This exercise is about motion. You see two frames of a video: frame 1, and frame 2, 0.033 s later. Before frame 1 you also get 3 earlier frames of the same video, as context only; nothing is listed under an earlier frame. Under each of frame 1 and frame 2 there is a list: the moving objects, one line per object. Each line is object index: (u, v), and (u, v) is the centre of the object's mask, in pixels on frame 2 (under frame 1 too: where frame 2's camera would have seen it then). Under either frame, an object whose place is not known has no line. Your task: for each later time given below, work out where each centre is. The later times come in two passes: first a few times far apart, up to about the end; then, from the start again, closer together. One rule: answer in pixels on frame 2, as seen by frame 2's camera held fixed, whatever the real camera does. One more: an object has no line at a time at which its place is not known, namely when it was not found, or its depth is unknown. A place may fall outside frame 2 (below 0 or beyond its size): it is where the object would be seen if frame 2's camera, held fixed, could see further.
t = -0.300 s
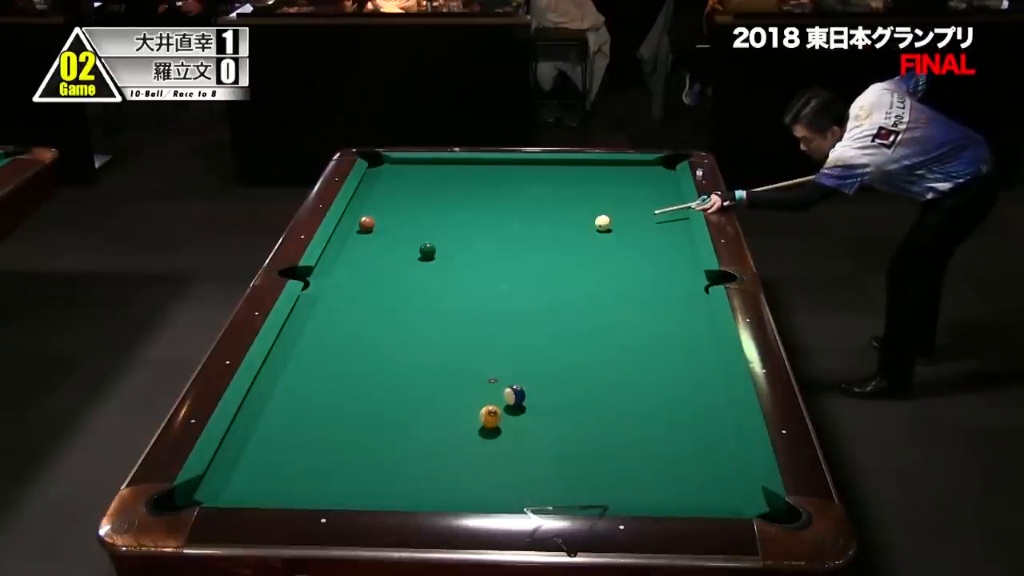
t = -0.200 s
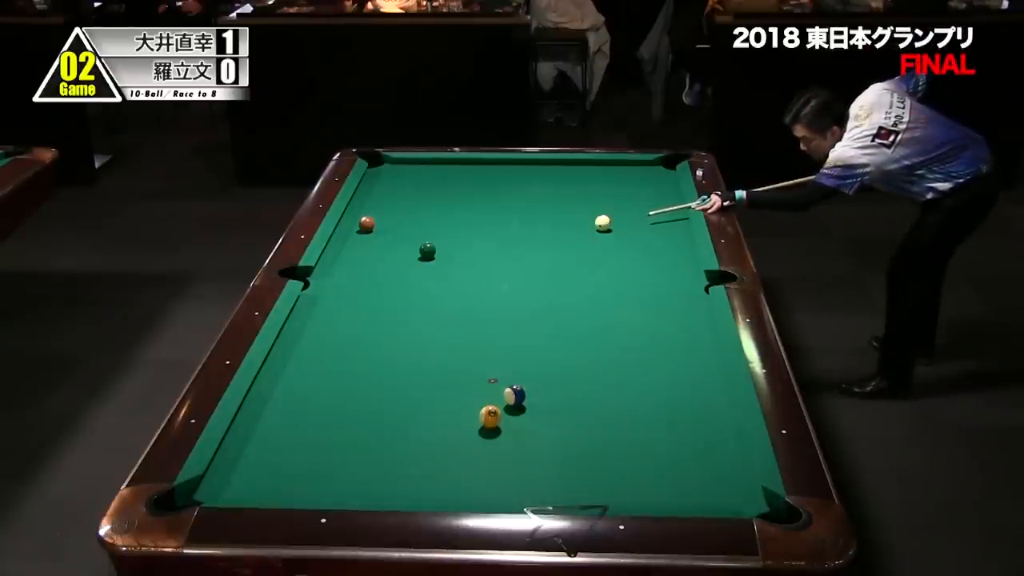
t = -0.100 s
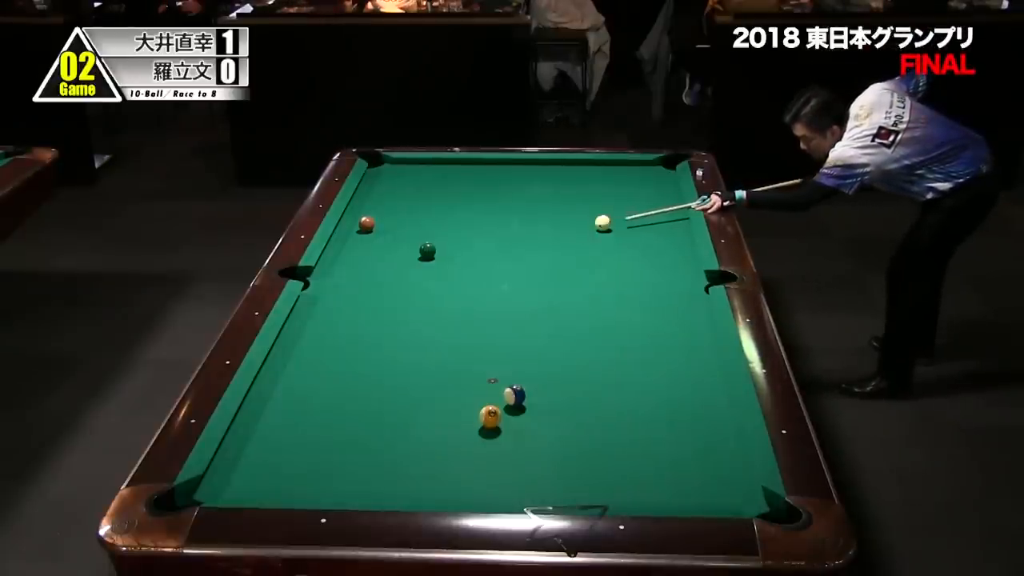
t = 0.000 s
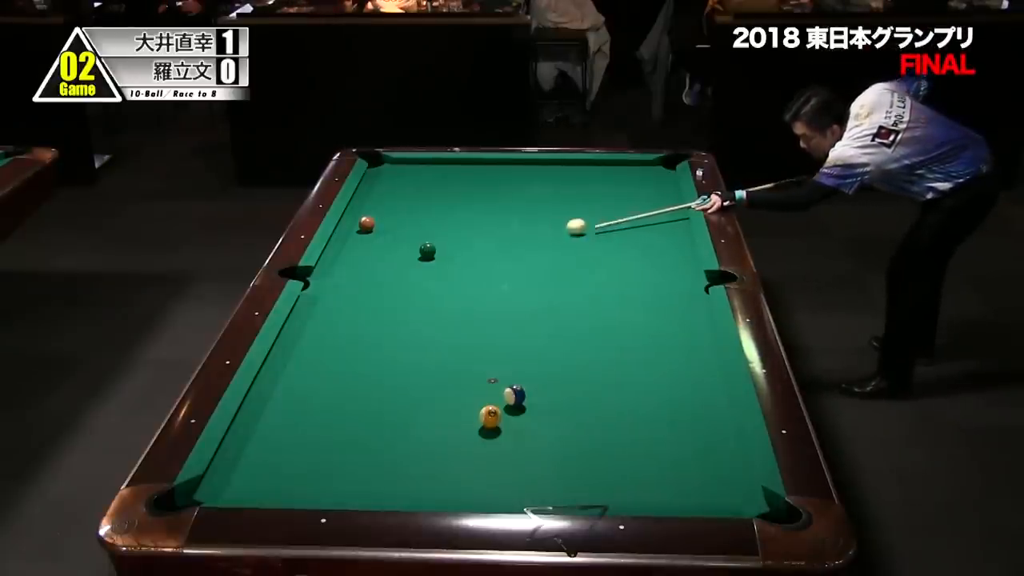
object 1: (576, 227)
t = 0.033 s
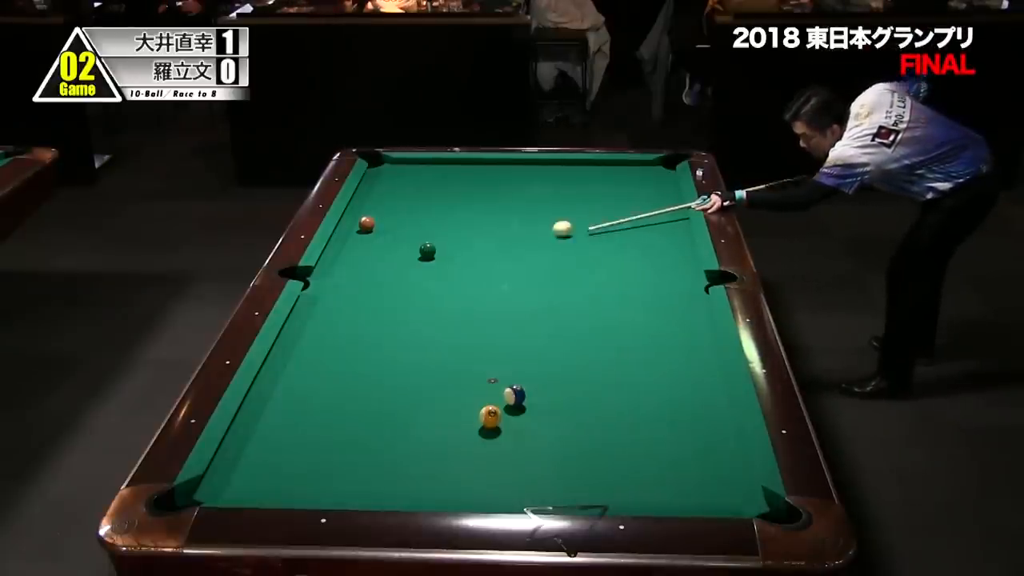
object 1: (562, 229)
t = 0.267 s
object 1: (479, 241)
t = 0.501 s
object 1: (434, 247)
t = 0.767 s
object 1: (407, 247)
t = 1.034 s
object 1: (381, 248)
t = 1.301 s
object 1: (358, 248)
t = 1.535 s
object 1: (339, 249)
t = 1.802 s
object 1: (337, 251)
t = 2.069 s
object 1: (343, 255)
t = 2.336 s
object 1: (349, 257)
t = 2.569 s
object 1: (354, 260)
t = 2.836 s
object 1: (359, 261)
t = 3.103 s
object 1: (363, 263)
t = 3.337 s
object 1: (366, 264)
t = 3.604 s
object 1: (369, 264)
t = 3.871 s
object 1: (369, 264)
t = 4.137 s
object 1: (369, 264)
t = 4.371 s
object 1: (369, 264)
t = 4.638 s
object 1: (369, 264)
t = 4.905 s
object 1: (369, 264)
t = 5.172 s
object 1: (369, 264)
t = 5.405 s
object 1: (369, 264)
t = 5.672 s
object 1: (369, 264)
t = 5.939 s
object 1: (369, 264)
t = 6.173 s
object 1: (369, 264)
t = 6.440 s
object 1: (369, 264)
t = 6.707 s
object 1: (369, 264)
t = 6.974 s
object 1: (369, 264)
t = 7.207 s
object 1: (369, 264)
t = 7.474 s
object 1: (369, 264)
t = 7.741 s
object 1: (369, 264)
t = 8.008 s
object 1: (369, 264)
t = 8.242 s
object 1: (369, 264)
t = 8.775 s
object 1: (369, 264)
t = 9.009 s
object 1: (369, 264)
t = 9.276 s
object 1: (368, 264)
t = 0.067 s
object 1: (549, 231)
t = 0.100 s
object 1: (536, 233)
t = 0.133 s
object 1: (524, 235)
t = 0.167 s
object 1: (513, 236)
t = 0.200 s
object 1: (502, 238)
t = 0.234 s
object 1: (490, 240)
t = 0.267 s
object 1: (479, 241)
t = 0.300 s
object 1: (467, 243)
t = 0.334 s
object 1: (456, 245)
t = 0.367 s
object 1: (444, 247)
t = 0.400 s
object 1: (441, 247)
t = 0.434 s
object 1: (439, 247)
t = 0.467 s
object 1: (437, 246)
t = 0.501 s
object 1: (434, 247)
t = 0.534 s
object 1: (430, 247)
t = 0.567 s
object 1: (426, 247)
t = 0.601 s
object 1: (423, 247)
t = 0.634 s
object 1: (420, 247)
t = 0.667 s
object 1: (417, 247)
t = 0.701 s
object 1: (413, 247)
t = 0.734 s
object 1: (410, 247)
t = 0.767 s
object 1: (407, 247)
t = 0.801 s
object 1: (403, 247)
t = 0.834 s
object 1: (400, 247)
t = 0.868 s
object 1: (397, 247)
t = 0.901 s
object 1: (394, 247)
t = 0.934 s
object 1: (391, 247)
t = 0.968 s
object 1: (387, 247)
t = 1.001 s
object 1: (384, 248)
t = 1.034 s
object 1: (381, 248)
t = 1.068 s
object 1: (378, 248)
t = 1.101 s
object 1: (375, 248)
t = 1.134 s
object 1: (372, 248)
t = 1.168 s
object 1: (369, 248)
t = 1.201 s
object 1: (366, 248)
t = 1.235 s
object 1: (363, 248)
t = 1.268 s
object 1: (361, 248)
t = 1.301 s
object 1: (358, 248)
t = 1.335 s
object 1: (355, 248)
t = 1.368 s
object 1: (352, 248)
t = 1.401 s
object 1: (349, 248)
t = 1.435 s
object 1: (347, 248)
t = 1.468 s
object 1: (344, 248)
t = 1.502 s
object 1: (341, 249)
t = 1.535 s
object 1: (339, 249)
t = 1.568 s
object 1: (336, 249)
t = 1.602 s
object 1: (334, 249)
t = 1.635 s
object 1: (332, 249)
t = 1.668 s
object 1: (333, 249)
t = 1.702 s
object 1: (334, 250)
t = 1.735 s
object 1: (335, 250)
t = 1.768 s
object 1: (336, 251)
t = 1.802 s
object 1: (337, 251)
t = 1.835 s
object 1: (337, 252)
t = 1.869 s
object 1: (338, 252)
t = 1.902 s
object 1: (339, 253)
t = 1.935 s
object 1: (340, 253)
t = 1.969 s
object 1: (341, 253)
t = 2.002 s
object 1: (342, 254)
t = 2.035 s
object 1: (342, 254)
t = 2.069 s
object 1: (343, 255)
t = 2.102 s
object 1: (344, 255)
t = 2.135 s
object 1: (345, 255)
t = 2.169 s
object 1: (346, 256)
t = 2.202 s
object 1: (346, 256)
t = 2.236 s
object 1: (348, 256)
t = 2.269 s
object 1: (348, 257)
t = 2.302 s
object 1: (349, 257)
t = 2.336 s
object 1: (349, 257)
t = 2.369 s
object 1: (350, 258)
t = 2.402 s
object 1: (351, 258)
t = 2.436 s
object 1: (352, 258)
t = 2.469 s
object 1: (352, 258)
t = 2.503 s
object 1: (353, 259)
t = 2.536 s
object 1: (354, 259)
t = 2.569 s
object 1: (354, 260)
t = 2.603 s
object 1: (355, 260)
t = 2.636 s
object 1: (356, 260)
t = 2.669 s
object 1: (356, 260)
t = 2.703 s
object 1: (357, 261)
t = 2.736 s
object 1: (358, 261)
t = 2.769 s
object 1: (358, 261)
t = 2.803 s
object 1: (359, 261)
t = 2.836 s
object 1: (359, 261)
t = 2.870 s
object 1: (360, 262)
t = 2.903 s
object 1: (360, 262)
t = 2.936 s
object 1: (361, 262)
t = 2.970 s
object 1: (362, 262)
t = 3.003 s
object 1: (362, 262)
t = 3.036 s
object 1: (362, 262)
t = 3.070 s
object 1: (363, 263)
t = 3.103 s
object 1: (363, 263)
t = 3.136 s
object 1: (364, 263)
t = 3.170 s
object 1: (364, 263)
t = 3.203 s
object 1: (365, 263)
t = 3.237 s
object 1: (365, 263)
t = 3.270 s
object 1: (365, 263)
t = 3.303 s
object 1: (366, 264)
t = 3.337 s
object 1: (366, 264)
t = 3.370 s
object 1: (366, 264)
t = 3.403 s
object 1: (367, 264)
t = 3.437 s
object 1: (367, 264)
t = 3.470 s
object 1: (367, 264)
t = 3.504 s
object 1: (368, 264)
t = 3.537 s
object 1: (368, 264)
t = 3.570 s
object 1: (368, 264)
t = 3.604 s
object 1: (369, 264)
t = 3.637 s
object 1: (369, 264)
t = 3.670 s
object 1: (369, 264)
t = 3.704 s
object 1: (369, 264)
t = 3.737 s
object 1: (369, 264)
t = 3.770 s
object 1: (369, 264)
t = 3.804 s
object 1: (369, 264)
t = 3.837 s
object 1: (369, 264)
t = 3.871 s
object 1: (369, 264)
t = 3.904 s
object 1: (369, 264)
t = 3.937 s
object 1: (369, 264)
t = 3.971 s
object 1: (369, 264)
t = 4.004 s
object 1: (369, 264)
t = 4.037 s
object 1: (369, 264)
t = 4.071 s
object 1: (369, 264)
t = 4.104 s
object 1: (369, 264)
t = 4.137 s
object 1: (369, 264)
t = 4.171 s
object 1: (369, 264)
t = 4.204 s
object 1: (369, 264)
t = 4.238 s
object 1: (369, 264)
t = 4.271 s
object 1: (369, 264)
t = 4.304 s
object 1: (369, 264)
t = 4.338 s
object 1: (369, 264)
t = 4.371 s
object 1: (369, 264)
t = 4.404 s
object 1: (369, 264)
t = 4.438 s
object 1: (369, 264)
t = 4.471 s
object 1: (369, 264)
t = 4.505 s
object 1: (369, 264)
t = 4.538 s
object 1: (369, 264)
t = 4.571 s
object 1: (369, 264)
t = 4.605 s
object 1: (369, 264)
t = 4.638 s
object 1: (369, 264)
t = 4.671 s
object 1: (369, 264)
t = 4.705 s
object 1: (369, 264)
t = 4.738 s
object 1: (369, 264)
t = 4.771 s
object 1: (369, 264)
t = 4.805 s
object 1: (369, 264)
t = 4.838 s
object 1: (369, 264)
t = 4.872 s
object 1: (369, 264)
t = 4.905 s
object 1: (369, 264)
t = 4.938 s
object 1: (369, 264)
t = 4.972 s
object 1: (369, 264)
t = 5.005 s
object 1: (369, 264)
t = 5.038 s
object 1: (369, 264)
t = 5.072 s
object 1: (369, 264)
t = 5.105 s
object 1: (369, 264)
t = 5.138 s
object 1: (369, 264)
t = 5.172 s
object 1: (369, 264)
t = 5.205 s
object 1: (369, 264)
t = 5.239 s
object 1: (369, 264)
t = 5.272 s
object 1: (369, 264)
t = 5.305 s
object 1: (369, 264)
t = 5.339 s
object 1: (369, 264)
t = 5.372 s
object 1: (369, 264)
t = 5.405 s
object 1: (369, 264)
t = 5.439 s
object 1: (369, 264)
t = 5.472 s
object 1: (369, 264)
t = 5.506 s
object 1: (369, 264)
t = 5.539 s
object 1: (369, 264)
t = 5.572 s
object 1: (369, 264)
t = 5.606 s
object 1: (369, 264)
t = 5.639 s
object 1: (369, 264)
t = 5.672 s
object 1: (369, 264)
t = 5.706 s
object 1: (369, 264)
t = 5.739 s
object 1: (369, 264)
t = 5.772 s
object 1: (369, 264)
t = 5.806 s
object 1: (369, 264)
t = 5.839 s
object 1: (369, 264)
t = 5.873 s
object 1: (369, 264)
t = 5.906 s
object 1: (369, 264)
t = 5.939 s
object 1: (369, 264)
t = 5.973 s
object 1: (369, 264)
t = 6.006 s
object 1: (369, 264)
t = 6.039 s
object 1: (369, 264)
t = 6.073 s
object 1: (369, 264)
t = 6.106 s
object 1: (369, 264)
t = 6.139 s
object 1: (369, 264)
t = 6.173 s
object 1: (369, 264)
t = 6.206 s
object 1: (369, 264)
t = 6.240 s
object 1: (369, 264)
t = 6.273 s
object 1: (369, 264)
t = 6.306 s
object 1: (369, 264)
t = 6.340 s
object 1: (369, 264)
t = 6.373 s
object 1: (369, 264)
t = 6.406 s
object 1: (369, 264)
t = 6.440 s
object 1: (369, 264)
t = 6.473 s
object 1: (369, 264)
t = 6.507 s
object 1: (369, 264)
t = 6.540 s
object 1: (369, 264)
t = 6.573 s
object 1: (369, 264)
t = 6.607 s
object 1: (369, 264)
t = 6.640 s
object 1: (369, 264)
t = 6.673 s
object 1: (369, 264)
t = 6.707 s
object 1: (369, 264)
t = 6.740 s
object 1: (369, 264)
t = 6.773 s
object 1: (369, 264)
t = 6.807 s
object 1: (369, 264)
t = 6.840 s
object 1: (369, 264)
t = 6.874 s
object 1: (369, 264)
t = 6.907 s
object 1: (369, 264)
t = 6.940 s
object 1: (369, 264)
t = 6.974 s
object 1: (369, 264)
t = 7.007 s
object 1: (369, 264)
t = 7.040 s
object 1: (369, 264)
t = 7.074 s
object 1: (369, 264)
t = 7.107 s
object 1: (369, 264)
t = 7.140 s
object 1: (369, 264)
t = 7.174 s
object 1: (369, 264)
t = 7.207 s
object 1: (369, 264)
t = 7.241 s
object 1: (369, 264)
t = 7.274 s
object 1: (369, 264)
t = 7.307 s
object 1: (369, 264)
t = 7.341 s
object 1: (369, 264)
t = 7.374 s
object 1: (369, 264)
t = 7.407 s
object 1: (369, 264)
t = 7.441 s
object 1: (369, 264)
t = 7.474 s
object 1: (369, 264)
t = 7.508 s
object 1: (369, 264)
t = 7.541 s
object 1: (369, 264)
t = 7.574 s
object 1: (369, 264)
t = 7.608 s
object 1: (369, 264)
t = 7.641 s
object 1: (369, 264)
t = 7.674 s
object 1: (369, 264)
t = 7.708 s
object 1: (369, 264)
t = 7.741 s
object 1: (369, 264)
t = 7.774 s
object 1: (369, 264)
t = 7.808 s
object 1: (369, 264)
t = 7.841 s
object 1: (369, 264)
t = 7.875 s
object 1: (369, 264)
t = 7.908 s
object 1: (369, 264)
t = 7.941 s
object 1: (369, 264)
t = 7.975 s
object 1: (369, 264)
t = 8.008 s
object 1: (369, 264)
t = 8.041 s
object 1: (369, 264)
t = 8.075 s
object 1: (369, 264)
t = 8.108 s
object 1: (369, 264)
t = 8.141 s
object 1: (369, 264)
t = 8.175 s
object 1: (369, 264)
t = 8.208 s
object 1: (369, 264)
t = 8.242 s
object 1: (369, 264)
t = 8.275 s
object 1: (369, 264)
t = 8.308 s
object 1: (369, 264)
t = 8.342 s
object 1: (373, 263)
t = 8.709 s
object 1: (367, 263)
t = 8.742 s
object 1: (369, 264)
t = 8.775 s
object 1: (369, 264)
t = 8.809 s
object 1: (369, 263)
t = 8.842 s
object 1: (370, 263)
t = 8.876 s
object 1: (369, 263)
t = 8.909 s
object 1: (369, 263)
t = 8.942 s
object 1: (369, 263)
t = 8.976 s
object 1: (369, 264)
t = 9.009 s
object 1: (369, 264)
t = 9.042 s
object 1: (369, 263)
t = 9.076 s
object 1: (369, 263)
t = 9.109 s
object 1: (369, 264)
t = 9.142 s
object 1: (369, 263)
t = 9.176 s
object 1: (369, 263)
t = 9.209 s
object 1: (369, 263)
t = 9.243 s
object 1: (369, 263)
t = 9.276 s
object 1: (368, 264)
